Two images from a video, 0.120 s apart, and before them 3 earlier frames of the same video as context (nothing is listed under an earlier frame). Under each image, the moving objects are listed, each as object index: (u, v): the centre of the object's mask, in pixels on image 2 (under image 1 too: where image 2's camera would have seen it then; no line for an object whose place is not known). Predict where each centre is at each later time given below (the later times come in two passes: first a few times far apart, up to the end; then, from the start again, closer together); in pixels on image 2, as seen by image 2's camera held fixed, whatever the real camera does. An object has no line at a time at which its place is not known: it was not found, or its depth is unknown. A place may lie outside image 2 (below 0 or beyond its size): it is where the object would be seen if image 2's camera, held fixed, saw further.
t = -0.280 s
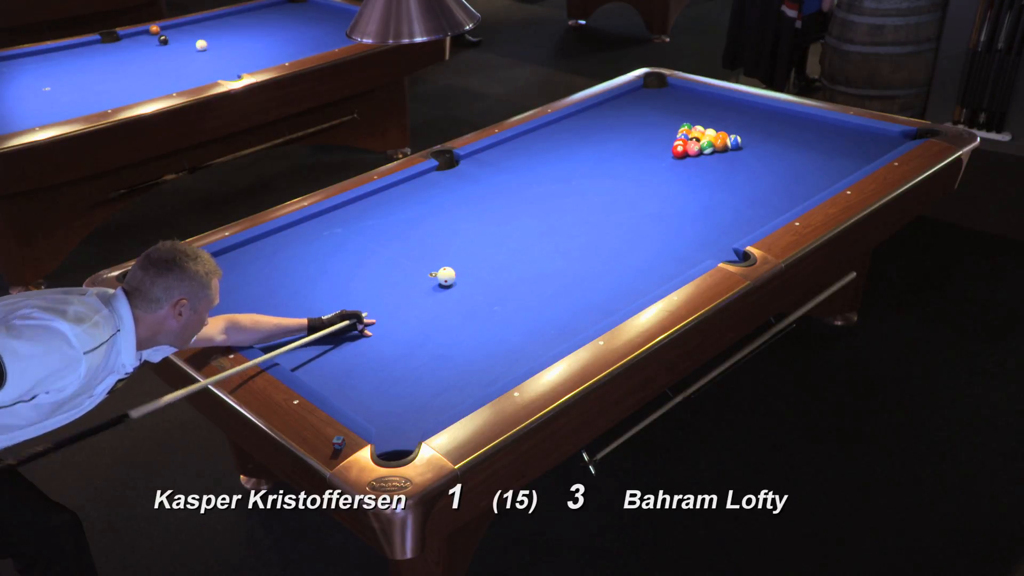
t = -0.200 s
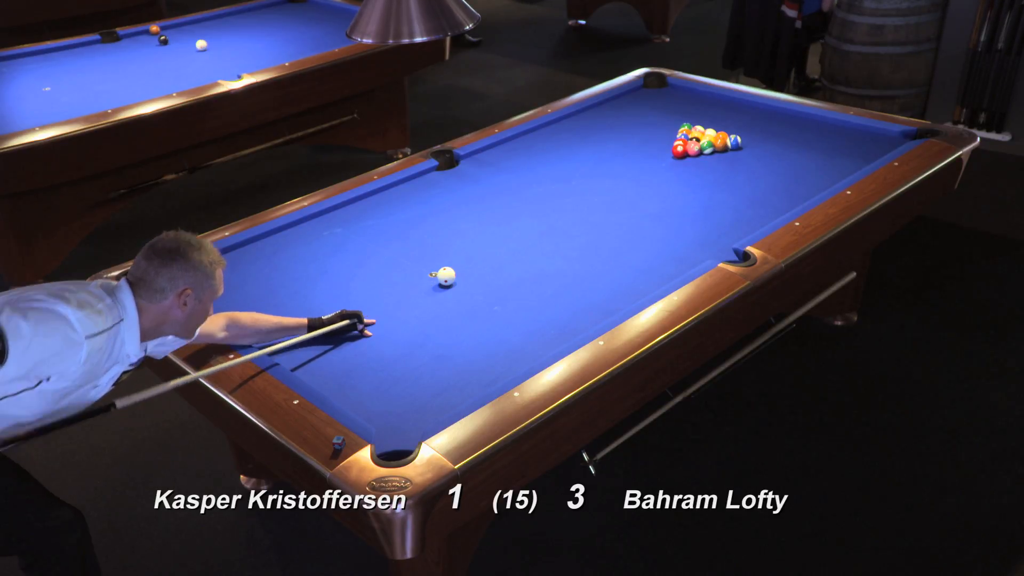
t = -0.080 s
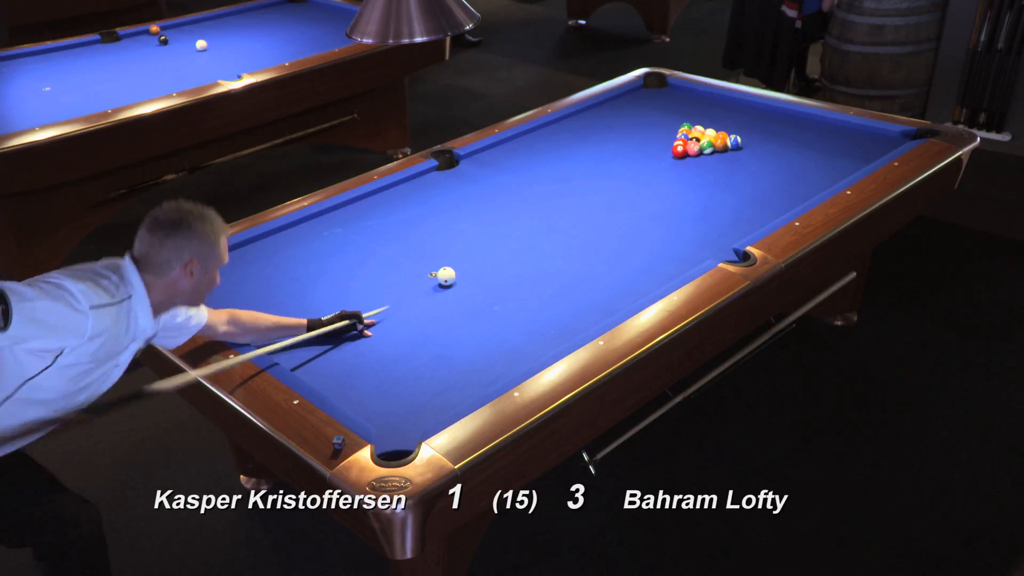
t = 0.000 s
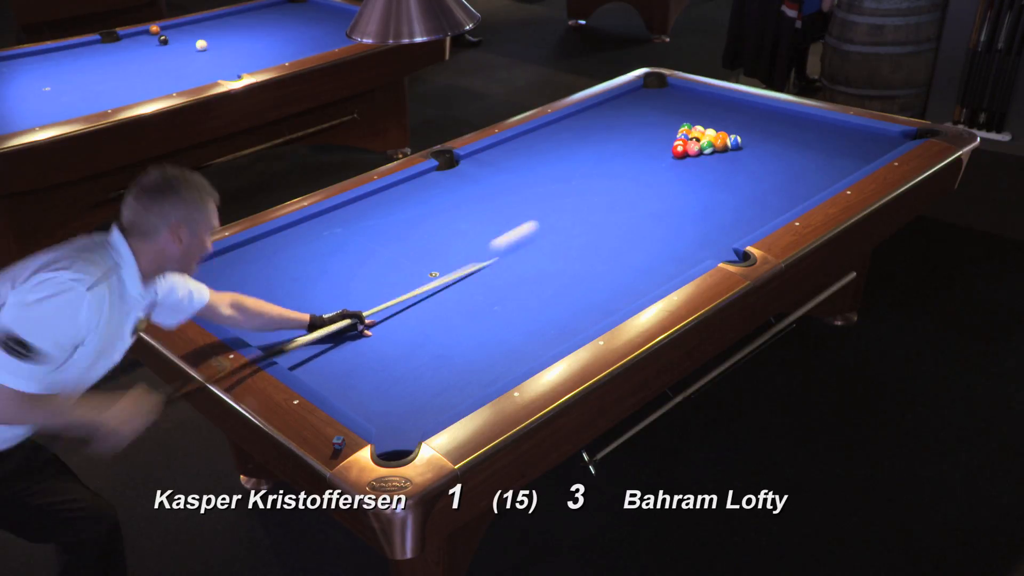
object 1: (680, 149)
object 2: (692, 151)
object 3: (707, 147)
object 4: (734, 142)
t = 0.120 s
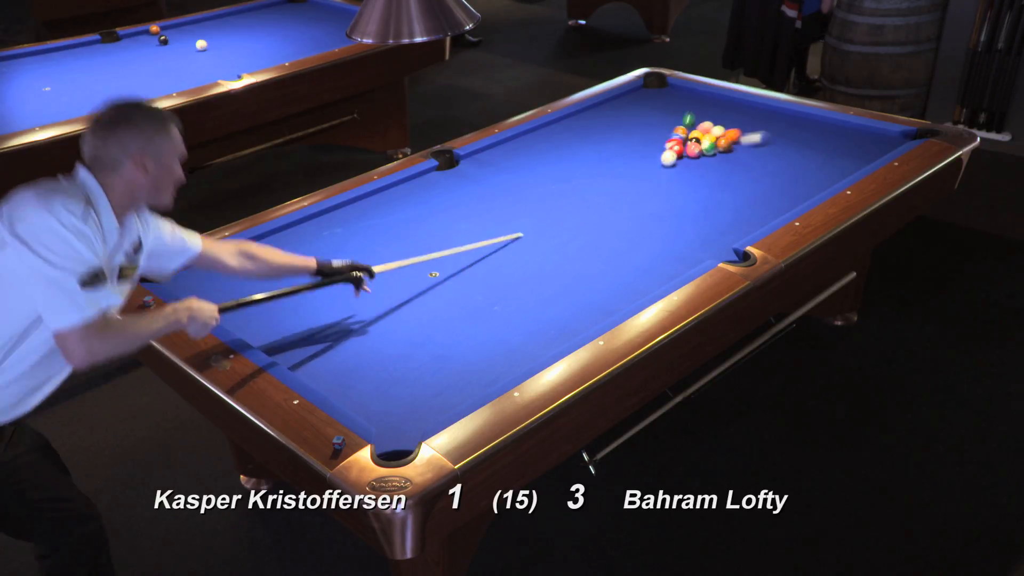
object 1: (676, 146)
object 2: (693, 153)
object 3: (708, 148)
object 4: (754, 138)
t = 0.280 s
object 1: (658, 153)
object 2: (695, 161)
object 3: (717, 158)
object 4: (846, 136)
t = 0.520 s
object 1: (636, 155)
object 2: (697, 176)
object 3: (730, 171)
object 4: (822, 184)
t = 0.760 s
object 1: (615, 157)
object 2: (699, 190)
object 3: (743, 184)
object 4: (733, 212)
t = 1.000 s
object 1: (595, 160)
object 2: (701, 205)
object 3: (756, 198)
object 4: (641, 237)
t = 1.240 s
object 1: (576, 162)
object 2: (703, 221)
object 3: (770, 212)
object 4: (543, 265)
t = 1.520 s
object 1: (555, 163)
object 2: (706, 240)
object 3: (751, 219)
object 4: (419, 301)
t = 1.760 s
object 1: (539, 165)
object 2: (708, 255)
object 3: (725, 221)
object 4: (304, 334)
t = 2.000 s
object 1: (523, 166)
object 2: (708, 251)
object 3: (700, 223)
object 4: (283, 313)
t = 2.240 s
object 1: (509, 168)
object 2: (709, 244)
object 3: (677, 225)
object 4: (299, 275)
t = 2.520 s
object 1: (494, 169)
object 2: (709, 236)
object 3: (651, 227)
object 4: (315, 237)
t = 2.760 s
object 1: (483, 170)
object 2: (709, 231)
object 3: (631, 228)
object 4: (333, 212)
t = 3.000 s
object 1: (472, 171)
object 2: (709, 226)
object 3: (611, 227)
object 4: (382, 206)
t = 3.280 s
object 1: (462, 172)
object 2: (708, 220)
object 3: (591, 230)
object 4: (436, 198)
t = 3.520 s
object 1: (454, 173)
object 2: (708, 217)
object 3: (574, 231)
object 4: (479, 192)
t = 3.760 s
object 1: (447, 174)
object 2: (708, 213)
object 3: (559, 232)
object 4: (521, 187)
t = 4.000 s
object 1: (441, 174)
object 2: (707, 211)
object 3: (546, 232)
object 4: (560, 181)
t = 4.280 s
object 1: (435, 174)
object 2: (707, 208)
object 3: (532, 232)
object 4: (605, 174)
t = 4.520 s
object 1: (432, 174)
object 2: (706, 206)
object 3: (522, 233)
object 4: (641, 169)
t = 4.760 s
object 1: (430, 175)
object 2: (706, 205)
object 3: (513, 233)
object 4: (675, 164)
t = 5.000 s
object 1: (429, 175)
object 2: (706, 205)
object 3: (506, 233)
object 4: (707, 159)
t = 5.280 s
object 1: (429, 175)
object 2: (707, 205)
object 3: (499, 234)
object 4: (743, 154)
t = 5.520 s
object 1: (430, 175)
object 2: (707, 205)
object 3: (495, 234)
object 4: (773, 149)
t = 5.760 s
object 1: (430, 175)
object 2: (707, 204)
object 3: (492, 234)
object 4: (801, 145)
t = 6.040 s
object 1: (430, 175)
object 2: (707, 205)
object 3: (491, 234)
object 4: (808, 141)
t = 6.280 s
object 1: (430, 175)
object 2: (707, 205)
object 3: (490, 234)
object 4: (813, 139)
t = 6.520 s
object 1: (430, 175)
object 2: (707, 205)
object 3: (490, 234)
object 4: (818, 137)
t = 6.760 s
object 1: (430, 175)
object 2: (707, 205)
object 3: (490, 234)
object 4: (821, 135)
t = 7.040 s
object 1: (430, 175)
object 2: (707, 205)
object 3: (490, 234)
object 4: (825, 133)
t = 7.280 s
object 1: (430, 175)
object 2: (707, 205)
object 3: (491, 234)
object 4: (827, 132)
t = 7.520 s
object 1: (430, 175)
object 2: (707, 205)
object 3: (491, 234)
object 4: (828, 131)
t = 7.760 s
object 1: (430, 175)
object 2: (707, 205)
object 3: (491, 234)
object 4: (828, 131)
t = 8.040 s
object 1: (430, 175)
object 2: (707, 205)
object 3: (491, 234)
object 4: (828, 131)
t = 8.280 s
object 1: (430, 175)
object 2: (707, 205)
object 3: (491, 234)
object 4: (828, 131)
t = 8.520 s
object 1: (430, 175)
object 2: (707, 205)
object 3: (491, 234)
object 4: (828, 131)
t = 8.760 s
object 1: (430, 175)
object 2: (707, 205)
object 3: (491, 234)
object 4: (828, 131)
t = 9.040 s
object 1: (430, 175)
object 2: (707, 205)
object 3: (491, 234)
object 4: (828, 131)
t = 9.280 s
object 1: (430, 175)
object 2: (707, 205)
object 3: (491, 234)
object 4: (828, 131)
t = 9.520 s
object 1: (430, 175)
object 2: (707, 205)
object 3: (491, 234)
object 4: (828, 131)
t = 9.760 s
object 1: (430, 175)
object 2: (707, 205)
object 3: (491, 234)
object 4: (828, 131)
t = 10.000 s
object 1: (430, 175)
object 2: (707, 205)
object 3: (491, 234)
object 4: (828, 131)
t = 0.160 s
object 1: (671, 150)
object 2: (694, 155)
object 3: (710, 151)
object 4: (789, 133)
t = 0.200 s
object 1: (666, 152)
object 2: (694, 156)
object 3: (713, 153)
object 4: (826, 126)
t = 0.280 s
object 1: (658, 153)
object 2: (695, 161)
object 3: (717, 158)
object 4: (846, 136)
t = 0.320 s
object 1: (655, 153)
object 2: (695, 163)
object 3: (719, 160)
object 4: (843, 144)
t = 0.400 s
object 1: (647, 154)
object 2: (696, 168)
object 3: (724, 164)
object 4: (837, 162)
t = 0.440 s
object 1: (643, 154)
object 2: (696, 171)
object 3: (725, 166)
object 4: (834, 171)
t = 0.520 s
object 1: (636, 155)
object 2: (697, 176)
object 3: (730, 171)
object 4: (822, 184)
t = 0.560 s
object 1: (632, 155)
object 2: (697, 178)
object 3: (732, 173)
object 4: (807, 190)
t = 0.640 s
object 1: (625, 156)
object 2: (698, 183)
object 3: (736, 178)
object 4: (777, 199)
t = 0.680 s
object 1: (622, 156)
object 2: (698, 186)
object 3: (738, 180)
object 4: (763, 203)
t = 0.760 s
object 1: (615, 157)
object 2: (699, 190)
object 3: (743, 184)
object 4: (733, 212)
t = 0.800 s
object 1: (611, 157)
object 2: (699, 193)
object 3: (745, 186)
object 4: (718, 216)
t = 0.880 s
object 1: (605, 158)
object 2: (700, 198)
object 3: (749, 192)
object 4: (688, 224)
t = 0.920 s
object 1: (601, 159)
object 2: (700, 200)
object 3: (751, 193)
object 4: (672, 228)
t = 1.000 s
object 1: (595, 160)
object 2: (701, 205)
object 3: (756, 198)
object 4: (641, 237)
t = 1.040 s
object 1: (591, 160)
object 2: (701, 208)
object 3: (759, 200)
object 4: (626, 242)
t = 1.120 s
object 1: (585, 160)
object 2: (702, 214)
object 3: (763, 205)
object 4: (593, 251)
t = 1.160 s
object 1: (582, 161)
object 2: (702, 216)
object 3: (765, 208)
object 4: (576, 256)
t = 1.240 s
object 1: (576, 162)
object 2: (703, 221)
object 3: (770, 212)
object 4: (543, 265)
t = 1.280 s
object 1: (573, 162)
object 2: (703, 224)
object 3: (772, 213)
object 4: (526, 270)
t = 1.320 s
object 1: (570, 162)
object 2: (704, 226)
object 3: (773, 215)
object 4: (508, 275)
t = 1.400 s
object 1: (564, 163)
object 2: (704, 232)
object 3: (764, 217)
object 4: (473, 286)
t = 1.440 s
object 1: (561, 163)
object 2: (705, 235)
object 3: (760, 218)
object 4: (455, 290)
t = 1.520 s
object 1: (555, 163)
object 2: (706, 240)
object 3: (751, 219)
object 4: (419, 301)
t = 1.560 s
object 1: (552, 164)
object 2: (706, 243)
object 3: (746, 219)
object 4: (401, 306)
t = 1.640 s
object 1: (547, 164)
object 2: (707, 248)
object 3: (738, 220)
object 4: (363, 318)
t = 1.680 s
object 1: (544, 165)
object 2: (707, 251)
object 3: (734, 221)
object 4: (343, 322)
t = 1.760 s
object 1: (539, 165)
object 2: (708, 255)
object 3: (725, 221)
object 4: (304, 334)
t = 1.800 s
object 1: (536, 165)
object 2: (708, 256)
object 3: (721, 221)
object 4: (285, 338)
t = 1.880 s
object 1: (531, 166)
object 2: (708, 254)
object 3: (712, 222)
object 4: (267, 338)
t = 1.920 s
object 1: (528, 166)
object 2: (708, 253)
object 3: (708, 222)
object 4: (273, 329)
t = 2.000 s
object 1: (523, 166)
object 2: (708, 251)
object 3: (700, 223)
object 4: (283, 313)
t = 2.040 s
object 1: (521, 167)
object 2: (709, 250)
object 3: (697, 223)
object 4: (286, 306)
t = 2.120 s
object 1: (516, 167)
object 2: (709, 248)
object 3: (688, 224)
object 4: (291, 293)
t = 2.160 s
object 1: (514, 167)
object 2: (709, 246)
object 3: (685, 224)
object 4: (294, 287)
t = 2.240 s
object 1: (509, 168)
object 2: (709, 244)
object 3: (677, 225)
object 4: (299, 275)
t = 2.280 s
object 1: (507, 168)
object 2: (709, 243)
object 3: (673, 225)
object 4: (302, 269)
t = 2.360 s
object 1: (503, 169)
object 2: (709, 241)
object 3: (665, 225)
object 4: (306, 258)
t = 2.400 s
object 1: (501, 169)
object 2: (709, 239)
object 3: (661, 226)
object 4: (308, 252)
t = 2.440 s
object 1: (498, 169)
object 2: (709, 238)
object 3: (658, 226)
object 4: (311, 247)
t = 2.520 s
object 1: (494, 169)
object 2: (709, 236)
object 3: (651, 227)
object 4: (315, 237)
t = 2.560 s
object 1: (492, 170)
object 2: (709, 235)
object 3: (648, 227)
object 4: (317, 232)
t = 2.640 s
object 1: (488, 170)
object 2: (709, 234)
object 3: (641, 227)
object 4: (321, 223)
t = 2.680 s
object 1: (486, 170)
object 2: (709, 232)
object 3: (638, 227)
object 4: (323, 218)
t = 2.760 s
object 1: (483, 170)
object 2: (709, 231)
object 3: (631, 228)
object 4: (333, 212)
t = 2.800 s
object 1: (481, 171)
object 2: (709, 230)
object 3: (628, 228)
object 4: (342, 212)
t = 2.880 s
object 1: (477, 171)
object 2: (709, 228)
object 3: (621, 228)
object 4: (359, 210)
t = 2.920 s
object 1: (476, 171)
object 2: (709, 227)
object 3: (617, 229)
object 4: (367, 208)
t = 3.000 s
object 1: (472, 171)
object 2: (709, 226)
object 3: (611, 227)
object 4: (382, 206)
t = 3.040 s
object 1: (471, 171)
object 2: (709, 225)
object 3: (607, 228)
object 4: (391, 205)
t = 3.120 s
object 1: (467, 172)
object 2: (709, 223)
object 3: (602, 229)
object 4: (406, 202)
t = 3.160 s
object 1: (466, 172)
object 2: (708, 223)
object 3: (599, 230)
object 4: (413, 200)
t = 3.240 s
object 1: (463, 172)
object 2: (708, 221)
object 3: (593, 230)
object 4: (429, 199)
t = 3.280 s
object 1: (462, 172)
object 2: (708, 220)
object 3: (591, 230)
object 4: (436, 198)
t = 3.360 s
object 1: (459, 173)
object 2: (708, 219)
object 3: (585, 230)
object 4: (451, 196)
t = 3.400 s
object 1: (457, 173)
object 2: (708, 218)
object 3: (582, 230)
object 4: (458, 195)
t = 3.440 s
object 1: (456, 173)
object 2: (708, 218)
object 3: (580, 230)
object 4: (465, 194)
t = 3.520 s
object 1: (454, 173)
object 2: (708, 217)
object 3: (574, 231)
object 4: (479, 192)
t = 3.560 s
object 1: (452, 173)
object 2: (708, 216)
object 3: (571, 231)
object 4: (486, 191)
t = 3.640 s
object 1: (450, 173)
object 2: (708, 215)
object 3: (566, 231)
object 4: (500, 189)
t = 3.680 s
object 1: (449, 173)
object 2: (708, 214)
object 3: (564, 231)
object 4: (507, 188)
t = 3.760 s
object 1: (447, 174)
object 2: (708, 213)
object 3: (559, 232)
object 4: (521, 187)
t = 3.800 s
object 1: (445, 174)
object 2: (707, 213)
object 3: (557, 232)
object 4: (527, 185)
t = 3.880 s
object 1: (444, 174)
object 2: (707, 212)
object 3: (552, 232)
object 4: (541, 183)
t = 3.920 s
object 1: (443, 174)
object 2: (707, 211)
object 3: (550, 232)
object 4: (548, 183)
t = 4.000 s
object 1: (441, 174)
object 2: (707, 211)
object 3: (546, 232)
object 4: (560, 181)
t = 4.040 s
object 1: (440, 174)
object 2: (707, 210)
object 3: (544, 232)
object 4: (567, 179)
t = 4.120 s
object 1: (438, 174)
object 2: (707, 209)
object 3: (540, 232)
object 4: (580, 178)
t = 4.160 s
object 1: (437, 174)
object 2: (707, 209)
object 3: (538, 232)
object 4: (586, 177)
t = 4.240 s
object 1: (436, 174)
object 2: (707, 208)
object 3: (534, 232)
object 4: (598, 175)
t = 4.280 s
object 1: (435, 174)
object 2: (707, 208)
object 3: (532, 232)
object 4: (605, 174)
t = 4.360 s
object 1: (434, 174)
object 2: (707, 208)
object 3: (529, 233)
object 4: (617, 173)
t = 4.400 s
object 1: (433, 174)
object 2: (707, 207)
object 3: (527, 233)
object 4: (623, 172)
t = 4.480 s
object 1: (432, 175)
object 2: (706, 207)
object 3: (523, 233)
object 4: (634, 170)
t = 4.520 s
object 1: (432, 174)
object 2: (706, 206)
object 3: (522, 233)
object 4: (641, 169)
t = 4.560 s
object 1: (432, 175)
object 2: (706, 206)
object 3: (520, 233)
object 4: (646, 168)
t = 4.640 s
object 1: (431, 175)
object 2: (706, 206)
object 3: (517, 233)
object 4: (658, 167)
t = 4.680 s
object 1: (430, 175)
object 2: (706, 206)
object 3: (516, 233)
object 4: (663, 166)
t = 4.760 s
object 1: (430, 175)
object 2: (706, 205)
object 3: (513, 233)
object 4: (675, 164)
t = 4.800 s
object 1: (429, 175)
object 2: (706, 205)
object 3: (511, 233)
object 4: (680, 163)
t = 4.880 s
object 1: (429, 175)
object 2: (706, 205)
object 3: (509, 233)
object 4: (692, 161)
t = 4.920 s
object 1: (429, 175)
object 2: (706, 205)
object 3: (508, 233)
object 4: (697, 161)
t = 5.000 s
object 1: (429, 175)
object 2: (706, 205)
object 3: (506, 233)
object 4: (707, 159)
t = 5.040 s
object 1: (429, 175)
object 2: (706, 205)
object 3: (504, 234)
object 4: (713, 158)
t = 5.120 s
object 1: (429, 175)
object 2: (706, 205)
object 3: (502, 234)
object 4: (723, 157)
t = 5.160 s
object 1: (429, 175)
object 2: (706, 205)
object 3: (502, 234)
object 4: (729, 156)
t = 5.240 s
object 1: (429, 175)
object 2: (707, 205)
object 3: (500, 234)
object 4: (738, 154)
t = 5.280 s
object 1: (429, 175)
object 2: (707, 205)
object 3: (499, 234)
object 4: (743, 154)
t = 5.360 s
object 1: (429, 175)
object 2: (707, 205)
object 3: (497, 234)
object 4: (753, 152)
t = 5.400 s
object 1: (430, 175)
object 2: (707, 205)
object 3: (497, 234)
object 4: (758, 152)
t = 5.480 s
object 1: (430, 175)
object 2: (707, 205)
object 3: (495, 234)
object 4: (768, 150)
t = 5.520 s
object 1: (430, 175)
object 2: (707, 205)
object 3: (495, 234)
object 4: (773, 149)
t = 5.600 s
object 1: (430, 175)
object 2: (707, 205)
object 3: (494, 234)
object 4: (782, 148)
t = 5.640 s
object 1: (430, 175)
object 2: (707, 205)
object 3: (493, 234)
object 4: (787, 147)
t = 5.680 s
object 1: (430, 175)
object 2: (707, 205)
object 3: (493, 234)
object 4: (791, 147)
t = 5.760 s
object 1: (430, 175)
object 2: (707, 204)
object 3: (492, 234)
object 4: (801, 145)
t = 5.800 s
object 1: (430, 175)
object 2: (707, 204)
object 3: (492, 234)
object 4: (804, 145)
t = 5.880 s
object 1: (430, 175)
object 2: (707, 205)
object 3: (491, 234)
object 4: (804, 143)
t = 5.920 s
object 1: (430, 175)
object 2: (707, 204)
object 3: (491, 234)
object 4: (805, 143)
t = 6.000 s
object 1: (430, 175)
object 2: (707, 205)
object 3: (491, 234)
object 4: (807, 142)
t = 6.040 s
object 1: (430, 175)
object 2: (707, 205)
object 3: (491, 234)
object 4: (808, 141)
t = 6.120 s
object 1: (430, 175)
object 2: (707, 205)
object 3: (490, 234)
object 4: (810, 140)
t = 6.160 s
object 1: (430, 175)
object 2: (707, 205)
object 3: (490, 234)
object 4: (811, 140)
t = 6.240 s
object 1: (430, 175)
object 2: (707, 205)
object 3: (490, 234)
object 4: (813, 139)
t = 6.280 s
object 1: (430, 175)
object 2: (707, 205)
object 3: (490, 234)
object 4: (813, 139)
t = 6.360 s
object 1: (430, 175)
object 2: (707, 205)
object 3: (490, 234)
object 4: (815, 138)
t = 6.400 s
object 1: (430, 175)
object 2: (707, 205)
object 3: (490, 234)
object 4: (815, 138)
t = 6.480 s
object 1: (430, 175)
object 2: (707, 205)
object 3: (490, 234)
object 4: (817, 137)
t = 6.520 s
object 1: (430, 175)
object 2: (707, 205)
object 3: (490, 234)
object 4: (818, 137)
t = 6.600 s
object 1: (430, 175)
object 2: (707, 205)
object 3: (491, 234)
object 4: (819, 136)
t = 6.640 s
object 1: (430, 175)
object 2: (707, 205)
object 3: (491, 234)
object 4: (820, 136)
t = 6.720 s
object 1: (430, 175)
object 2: (707, 205)
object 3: (490, 234)
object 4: (821, 135)
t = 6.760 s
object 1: (430, 175)
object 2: (707, 205)
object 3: (490, 234)
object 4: (821, 135)
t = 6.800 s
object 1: (430, 175)
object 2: (707, 205)
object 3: (490, 234)
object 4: (822, 135)
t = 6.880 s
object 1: (430, 175)
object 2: (707, 205)
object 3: (491, 234)
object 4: (823, 134)
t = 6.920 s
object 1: (430, 175)
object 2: (707, 205)
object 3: (491, 234)
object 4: (824, 134)
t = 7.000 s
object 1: (430, 175)
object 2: (707, 205)
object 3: (490, 234)
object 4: (825, 133)
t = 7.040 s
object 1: (430, 175)
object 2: (707, 205)
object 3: (490, 234)
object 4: (825, 133)
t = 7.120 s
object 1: (430, 175)
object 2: (707, 205)
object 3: (491, 234)
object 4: (826, 133)
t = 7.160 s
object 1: (430, 175)
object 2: (707, 205)
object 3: (491, 234)
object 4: (827, 132)
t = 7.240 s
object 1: (430, 175)
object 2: (707, 205)
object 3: (491, 234)
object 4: (827, 132)
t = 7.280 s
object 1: (430, 175)
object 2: (707, 205)
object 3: (491, 234)
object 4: (827, 132)
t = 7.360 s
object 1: (430, 175)
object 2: (707, 205)
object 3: (491, 234)
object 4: (827, 132)
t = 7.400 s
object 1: (430, 175)
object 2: (707, 205)
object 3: (491, 234)
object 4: (828, 131)
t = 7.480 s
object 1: (430, 175)
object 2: (707, 205)
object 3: (491, 234)
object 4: (828, 131)
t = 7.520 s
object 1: (430, 175)
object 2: (707, 205)
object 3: (491, 234)
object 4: (828, 131)
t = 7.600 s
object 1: (430, 175)
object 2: (707, 205)
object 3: (491, 234)
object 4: (828, 131)
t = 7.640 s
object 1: (430, 175)
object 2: (707, 205)
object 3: (491, 234)
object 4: (828, 131)
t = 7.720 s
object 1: (430, 175)
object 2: (707, 205)
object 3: (491, 234)
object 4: (828, 131)
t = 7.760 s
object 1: (430, 175)
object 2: (707, 205)
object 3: (491, 234)
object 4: (828, 131)
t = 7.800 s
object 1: (430, 175)
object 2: (707, 205)
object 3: (491, 234)
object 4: (828, 131)
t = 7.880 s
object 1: (430, 175)
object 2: (707, 205)
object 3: (491, 234)
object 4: (828, 131)
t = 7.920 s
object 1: (430, 175)
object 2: (707, 205)
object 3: (491, 234)
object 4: (828, 131)
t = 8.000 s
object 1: (430, 175)
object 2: (707, 205)
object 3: (491, 234)
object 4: (828, 131)
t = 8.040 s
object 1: (430, 175)
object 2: (707, 205)
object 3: (491, 234)
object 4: (828, 131)
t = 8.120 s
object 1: (430, 175)
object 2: (707, 205)
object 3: (491, 234)
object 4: (828, 131)
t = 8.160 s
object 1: (430, 175)
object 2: (707, 205)
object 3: (491, 234)
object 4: (828, 131)
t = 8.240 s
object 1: (430, 175)
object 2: (707, 205)
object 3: (491, 234)
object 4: (828, 131)
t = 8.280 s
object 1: (430, 175)
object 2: (707, 205)
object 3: (491, 234)
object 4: (828, 131)
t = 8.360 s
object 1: (430, 175)
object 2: (707, 205)
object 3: (491, 234)
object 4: (828, 131)
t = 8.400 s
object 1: (430, 175)
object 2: (707, 205)
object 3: (491, 234)
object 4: (828, 131)
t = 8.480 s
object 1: (430, 175)
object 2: (707, 205)
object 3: (491, 234)
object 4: (828, 131)
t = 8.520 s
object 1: (430, 175)
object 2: (707, 205)
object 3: (491, 234)
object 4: (828, 131)
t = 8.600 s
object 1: (430, 175)
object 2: (707, 205)
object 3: (491, 234)
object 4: (828, 131)
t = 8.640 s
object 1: (430, 175)
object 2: (707, 205)
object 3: (491, 234)
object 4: (828, 131)
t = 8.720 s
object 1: (430, 175)
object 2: (707, 205)
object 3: (491, 234)
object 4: (828, 131)
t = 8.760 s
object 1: (430, 175)
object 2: (707, 205)
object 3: (491, 234)
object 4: (828, 131)
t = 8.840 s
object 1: (430, 175)
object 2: (707, 205)
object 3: (491, 234)
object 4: (828, 131)
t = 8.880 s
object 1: (430, 175)
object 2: (707, 205)
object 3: (491, 234)
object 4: (828, 131)
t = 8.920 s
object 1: (430, 175)
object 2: (707, 205)
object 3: (491, 234)
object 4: (828, 131)
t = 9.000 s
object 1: (430, 175)
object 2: (707, 205)
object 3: (491, 234)
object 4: (828, 131)
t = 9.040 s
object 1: (430, 175)
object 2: (707, 205)
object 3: (491, 234)
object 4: (828, 131)
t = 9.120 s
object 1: (430, 175)
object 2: (707, 205)
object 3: (491, 234)
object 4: (828, 131)
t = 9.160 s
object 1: (430, 175)
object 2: (707, 205)
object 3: (491, 234)
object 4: (828, 131)
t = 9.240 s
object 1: (430, 175)
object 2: (707, 205)
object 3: (491, 234)
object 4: (828, 131)
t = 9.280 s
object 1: (430, 175)
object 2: (707, 205)
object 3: (491, 234)
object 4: (828, 131)
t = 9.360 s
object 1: (430, 175)
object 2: (707, 205)
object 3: (491, 234)
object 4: (828, 131)
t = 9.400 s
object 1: (430, 175)
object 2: (707, 205)
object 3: (491, 234)
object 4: (828, 131)
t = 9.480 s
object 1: (430, 175)
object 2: (707, 205)
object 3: (491, 234)
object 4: (828, 131)
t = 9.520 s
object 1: (430, 175)
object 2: (707, 205)
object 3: (491, 234)
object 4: (828, 131)
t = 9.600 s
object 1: (430, 175)
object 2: (707, 205)
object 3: (491, 234)
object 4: (828, 131)
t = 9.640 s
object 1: (430, 175)
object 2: (707, 205)
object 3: (491, 234)
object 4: (828, 131)
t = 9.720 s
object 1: (430, 175)
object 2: (707, 205)
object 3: (491, 234)
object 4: (828, 131)
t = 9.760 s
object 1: (430, 175)
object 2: (707, 205)
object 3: (491, 234)
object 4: (828, 131)
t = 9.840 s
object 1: (430, 175)
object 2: (707, 205)
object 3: (491, 234)
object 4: (828, 131)
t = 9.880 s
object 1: (430, 175)
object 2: (707, 205)
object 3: (491, 234)
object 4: (828, 131)
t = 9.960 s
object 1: (430, 175)
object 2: (707, 205)
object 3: (491, 234)
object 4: (828, 131)
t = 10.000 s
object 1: (430, 175)
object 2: (707, 205)
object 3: (491, 234)
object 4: (828, 131)
